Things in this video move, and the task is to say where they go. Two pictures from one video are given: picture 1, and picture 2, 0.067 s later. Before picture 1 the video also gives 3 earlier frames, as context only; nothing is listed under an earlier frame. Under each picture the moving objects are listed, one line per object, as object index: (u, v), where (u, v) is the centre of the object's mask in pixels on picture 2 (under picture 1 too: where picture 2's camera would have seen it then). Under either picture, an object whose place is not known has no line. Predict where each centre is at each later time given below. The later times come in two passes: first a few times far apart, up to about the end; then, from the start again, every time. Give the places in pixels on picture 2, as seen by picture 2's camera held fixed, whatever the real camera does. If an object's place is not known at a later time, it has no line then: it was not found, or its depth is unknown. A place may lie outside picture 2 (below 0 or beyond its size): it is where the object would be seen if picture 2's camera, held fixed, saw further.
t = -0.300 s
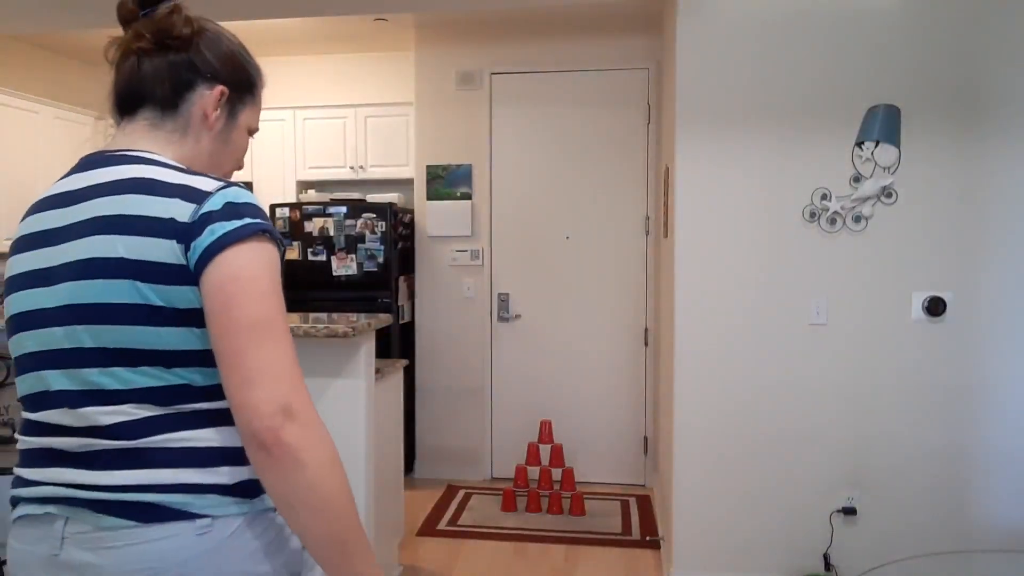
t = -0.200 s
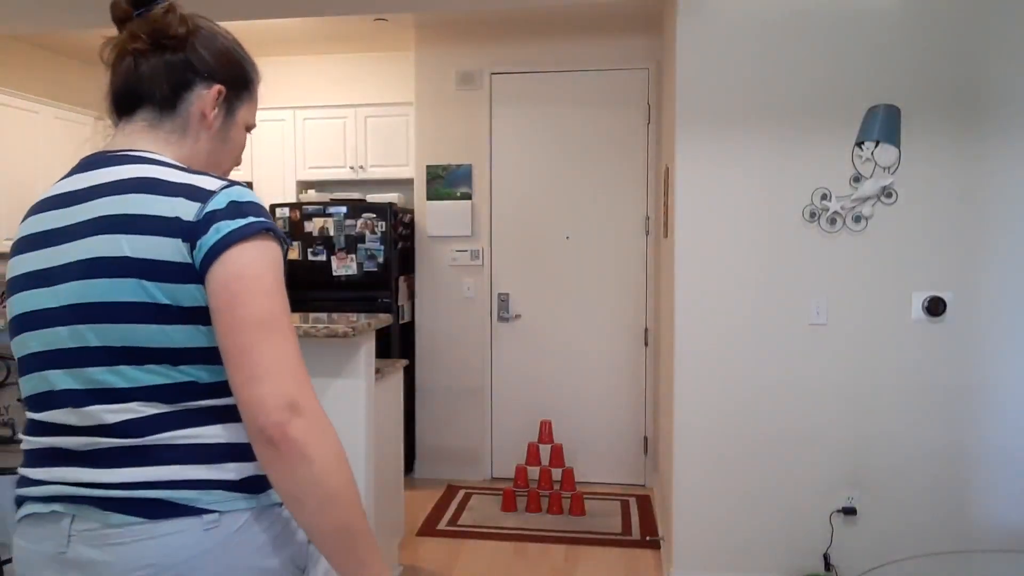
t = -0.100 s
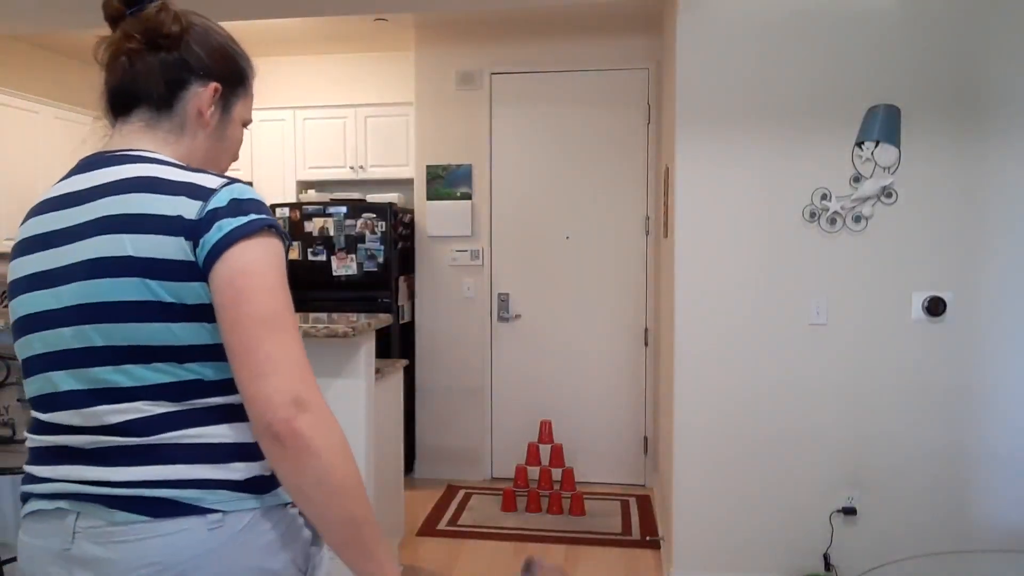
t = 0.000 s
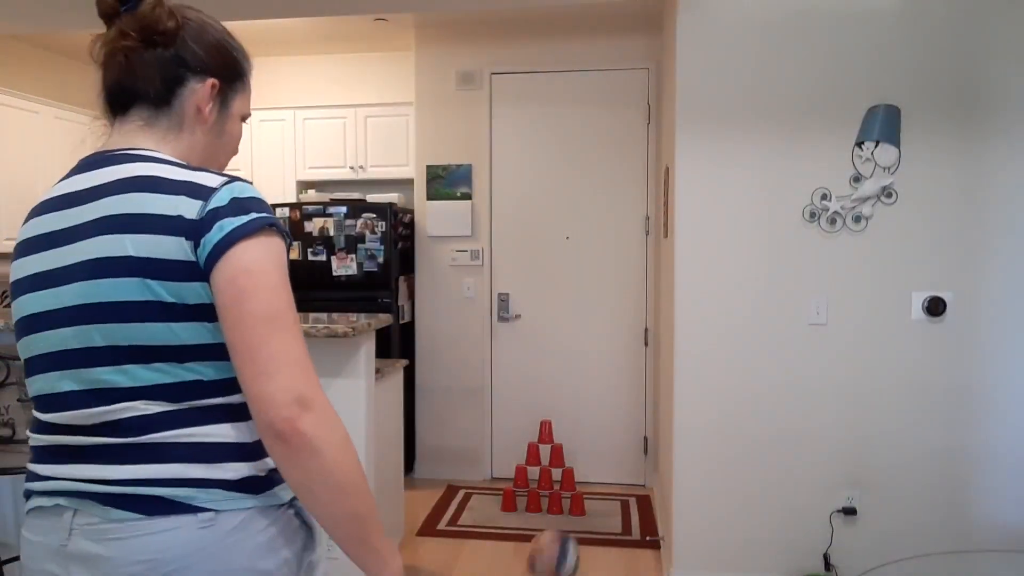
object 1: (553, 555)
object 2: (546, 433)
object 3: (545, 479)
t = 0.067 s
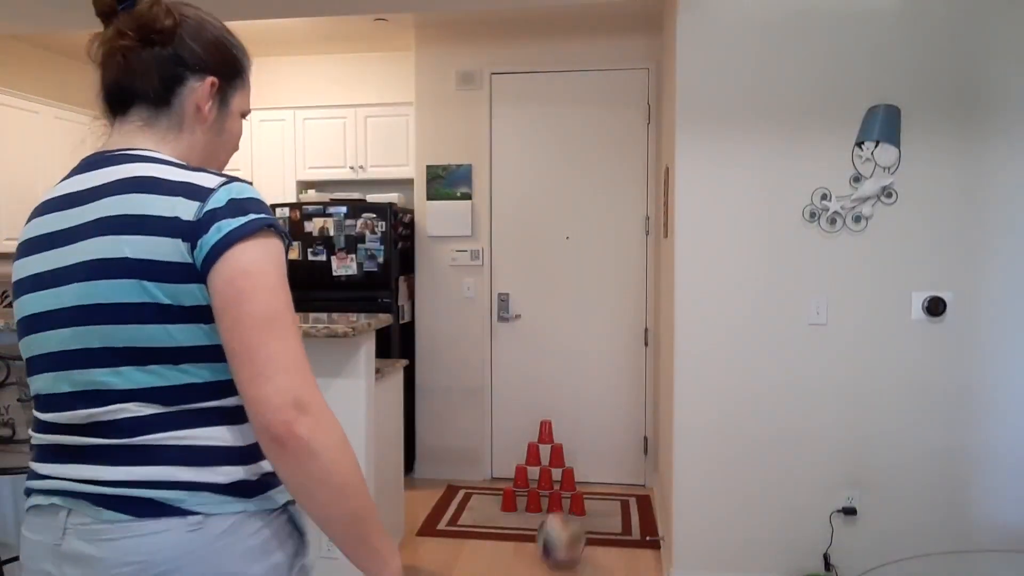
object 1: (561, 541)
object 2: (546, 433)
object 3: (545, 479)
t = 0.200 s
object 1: (573, 507)
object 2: (546, 433)
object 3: (545, 479)
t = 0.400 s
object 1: (589, 483)
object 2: (532, 428)
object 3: (547, 479)
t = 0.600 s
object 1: (602, 472)
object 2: (515, 458)
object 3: (549, 496)
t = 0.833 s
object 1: (613, 483)
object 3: (549, 511)
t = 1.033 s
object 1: (623, 490)
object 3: (550, 512)
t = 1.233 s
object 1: (634, 495)
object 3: (552, 513)
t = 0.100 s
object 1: (564, 532)
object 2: (545, 433)
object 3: (545, 479)
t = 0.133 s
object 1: (567, 524)
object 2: (546, 433)
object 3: (545, 479)
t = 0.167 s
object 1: (567, 514)
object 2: (546, 433)
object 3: (545, 479)
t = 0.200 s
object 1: (573, 507)
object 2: (546, 433)
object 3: (545, 479)
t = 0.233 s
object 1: (575, 502)
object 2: (546, 433)
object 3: (545, 479)
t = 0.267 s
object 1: (577, 498)
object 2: (545, 431)
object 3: (545, 479)
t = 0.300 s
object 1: (580, 495)
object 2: (543, 428)
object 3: (546, 478)
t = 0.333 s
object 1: (583, 491)
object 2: (540, 427)
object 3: (546, 478)
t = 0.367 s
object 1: (586, 485)
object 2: (536, 426)
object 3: (546, 478)
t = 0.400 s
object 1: (589, 483)
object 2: (532, 428)
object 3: (547, 479)
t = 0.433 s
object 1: (590, 478)
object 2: (529, 430)
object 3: (548, 481)
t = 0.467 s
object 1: (591, 474)
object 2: (526, 432)
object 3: (548, 483)
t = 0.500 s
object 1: (597, 473)
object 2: (523, 435)
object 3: (550, 487)
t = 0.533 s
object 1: (599, 471)
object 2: (520, 441)
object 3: (550, 489)
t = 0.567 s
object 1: (600, 472)
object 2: (517, 449)
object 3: (550, 491)
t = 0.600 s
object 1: (602, 472)
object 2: (515, 458)
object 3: (549, 496)
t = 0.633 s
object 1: (603, 476)
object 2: (512, 469)
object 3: (550, 497)
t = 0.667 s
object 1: (605, 477)
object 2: (510, 479)
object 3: (548, 506)
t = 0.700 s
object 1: (607, 478)
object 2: (510, 482)
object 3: (549, 506)
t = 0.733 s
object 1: (609, 480)
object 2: (509, 486)
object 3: (549, 506)
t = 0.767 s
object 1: (610, 481)
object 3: (549, 508)
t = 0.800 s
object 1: (611, 482)
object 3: (549, 510)
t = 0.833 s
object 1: (613, 483)
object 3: (549, 511)
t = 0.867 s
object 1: (614, 485)
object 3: (549, 511)
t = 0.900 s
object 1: (616, 486)
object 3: (549, 512)
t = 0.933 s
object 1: (618, 487)
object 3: (550, 512)
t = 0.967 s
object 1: (619, 487)
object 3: (550, 512)
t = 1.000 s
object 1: (621, 489)
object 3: (550, 512)
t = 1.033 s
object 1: (623, 490)
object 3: (550, 512)
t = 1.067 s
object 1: (625, 491)
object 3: (551, 512)
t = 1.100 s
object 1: (627, 492)
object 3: (551, 512)
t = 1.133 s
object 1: (628, 493)
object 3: (551, 512)
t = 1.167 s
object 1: (630, 494)
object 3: (551, 513)
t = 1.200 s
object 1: (633, 495)
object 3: (551, 513)
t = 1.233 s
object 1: (634, 495)
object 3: (552, 513)
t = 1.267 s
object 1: (636, 496)
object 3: (552, 513)
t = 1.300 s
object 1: (638, 497)
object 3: (552, 513)
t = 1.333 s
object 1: (640, 498)
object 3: (552, 513)
